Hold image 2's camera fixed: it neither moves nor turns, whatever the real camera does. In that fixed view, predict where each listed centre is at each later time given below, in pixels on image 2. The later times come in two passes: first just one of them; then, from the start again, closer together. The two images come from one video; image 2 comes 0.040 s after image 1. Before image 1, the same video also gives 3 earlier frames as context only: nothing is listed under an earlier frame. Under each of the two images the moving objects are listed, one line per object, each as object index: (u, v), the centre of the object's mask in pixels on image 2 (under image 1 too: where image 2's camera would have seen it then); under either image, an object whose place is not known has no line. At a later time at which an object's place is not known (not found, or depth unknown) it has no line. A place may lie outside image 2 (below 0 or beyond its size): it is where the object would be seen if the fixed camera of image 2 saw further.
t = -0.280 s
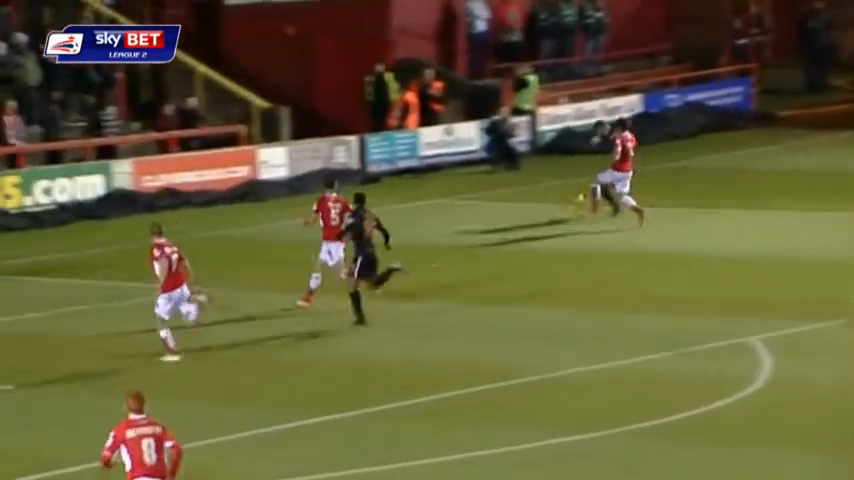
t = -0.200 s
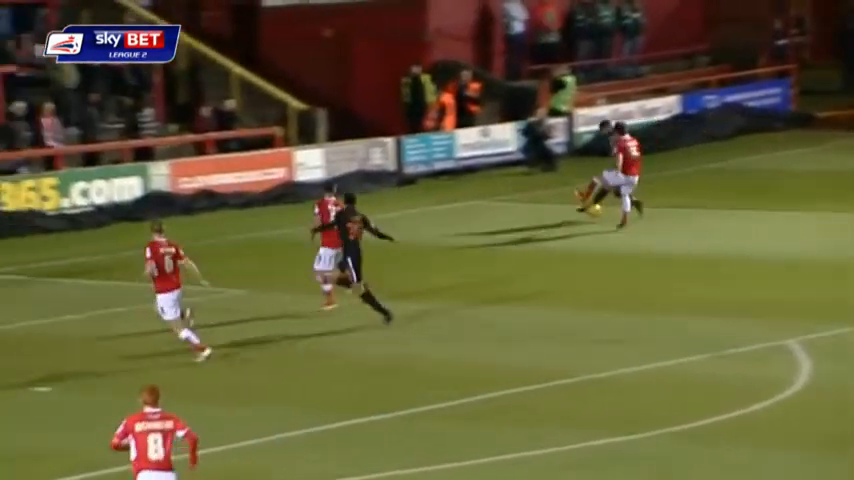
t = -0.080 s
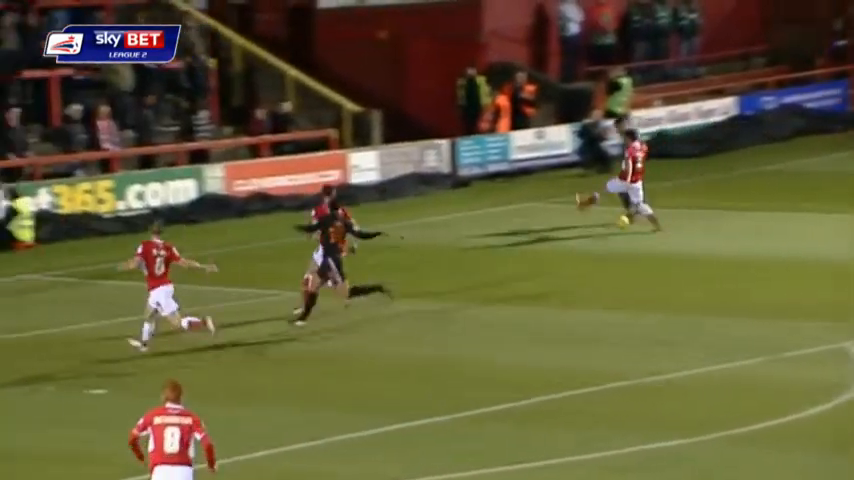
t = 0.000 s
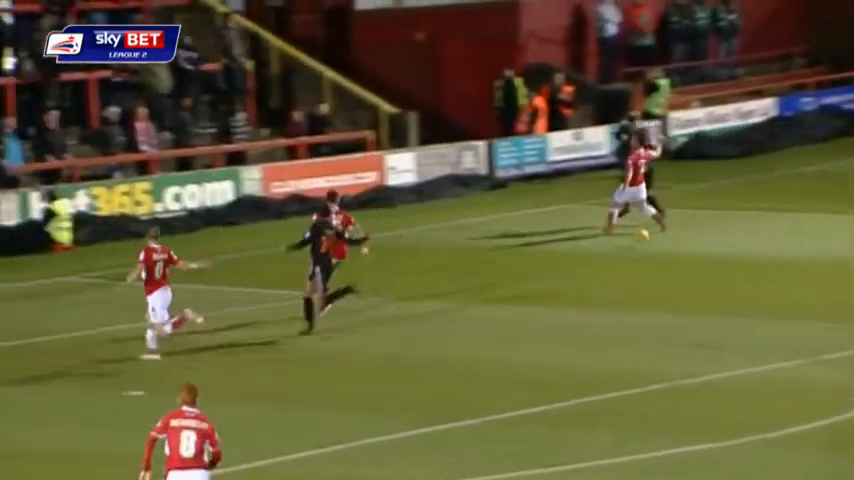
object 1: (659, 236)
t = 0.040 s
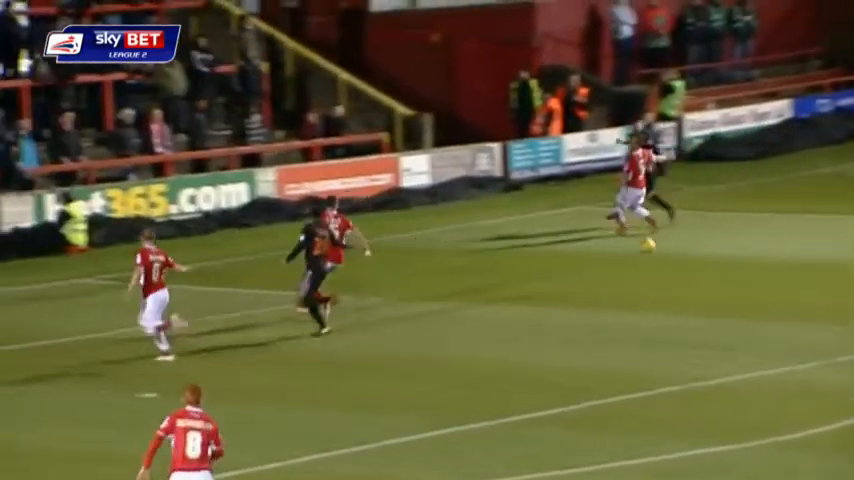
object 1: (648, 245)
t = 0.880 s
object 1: (512, 319)
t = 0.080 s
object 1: (641, 248)
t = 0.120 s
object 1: (632, 249)
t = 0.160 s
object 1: (624, 250)
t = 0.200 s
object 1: (617, 253)
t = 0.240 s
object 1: (609, 257)
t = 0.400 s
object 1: (582, 279)
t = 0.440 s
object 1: (575, 280)
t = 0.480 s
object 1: (568, 283)
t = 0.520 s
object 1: (563, 287)
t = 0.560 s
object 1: (558, 290)
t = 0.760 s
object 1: (530, 308)
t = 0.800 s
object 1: (524, 314)
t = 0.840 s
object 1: (518, 316)
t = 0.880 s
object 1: (512, 319)
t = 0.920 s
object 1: (507, 323)
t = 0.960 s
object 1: (501, 328)
